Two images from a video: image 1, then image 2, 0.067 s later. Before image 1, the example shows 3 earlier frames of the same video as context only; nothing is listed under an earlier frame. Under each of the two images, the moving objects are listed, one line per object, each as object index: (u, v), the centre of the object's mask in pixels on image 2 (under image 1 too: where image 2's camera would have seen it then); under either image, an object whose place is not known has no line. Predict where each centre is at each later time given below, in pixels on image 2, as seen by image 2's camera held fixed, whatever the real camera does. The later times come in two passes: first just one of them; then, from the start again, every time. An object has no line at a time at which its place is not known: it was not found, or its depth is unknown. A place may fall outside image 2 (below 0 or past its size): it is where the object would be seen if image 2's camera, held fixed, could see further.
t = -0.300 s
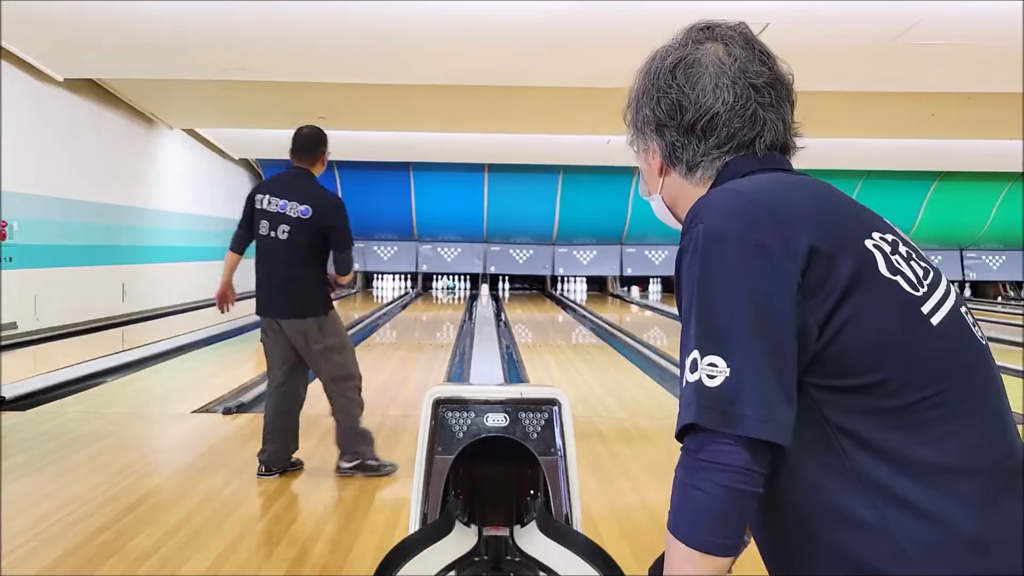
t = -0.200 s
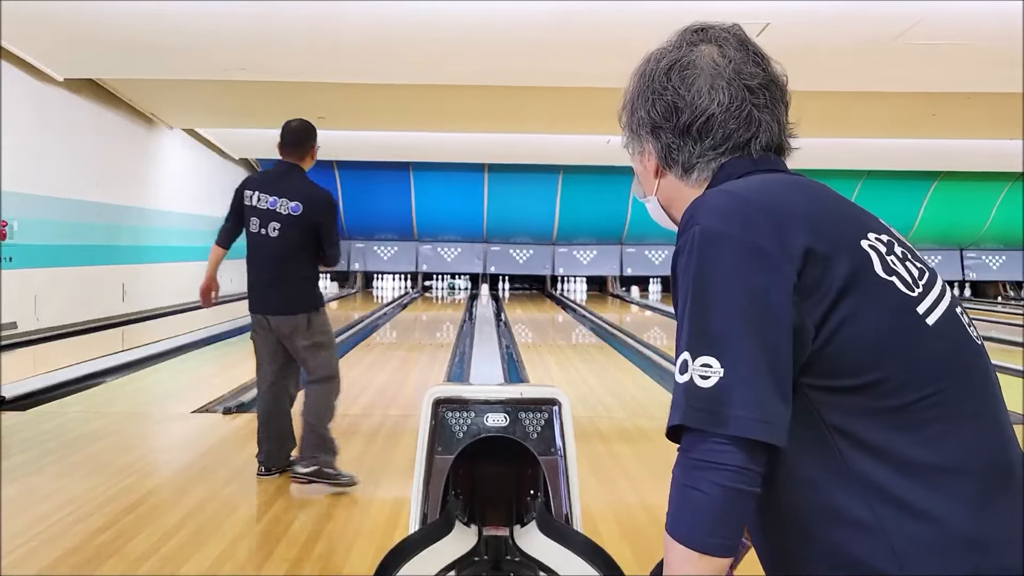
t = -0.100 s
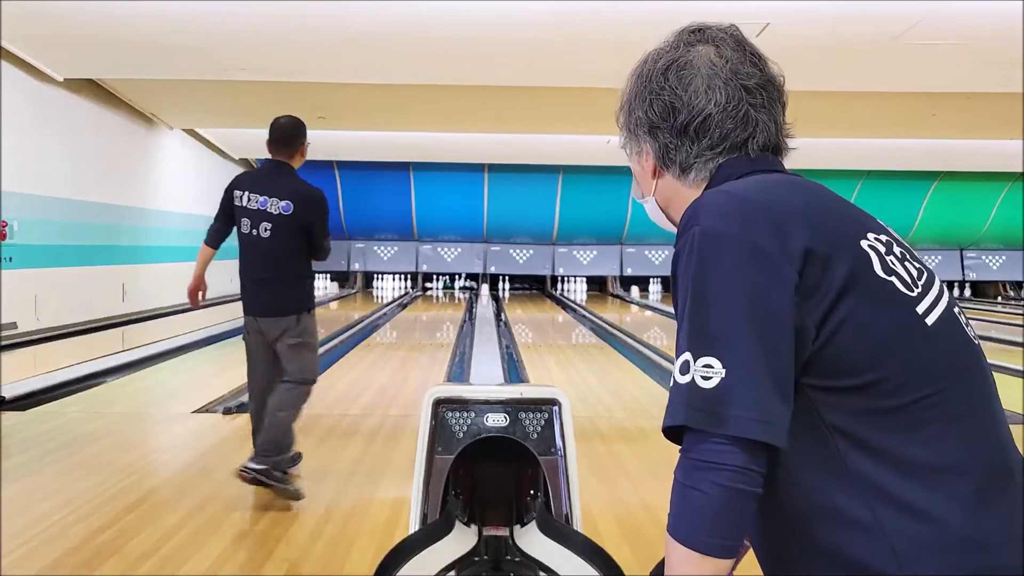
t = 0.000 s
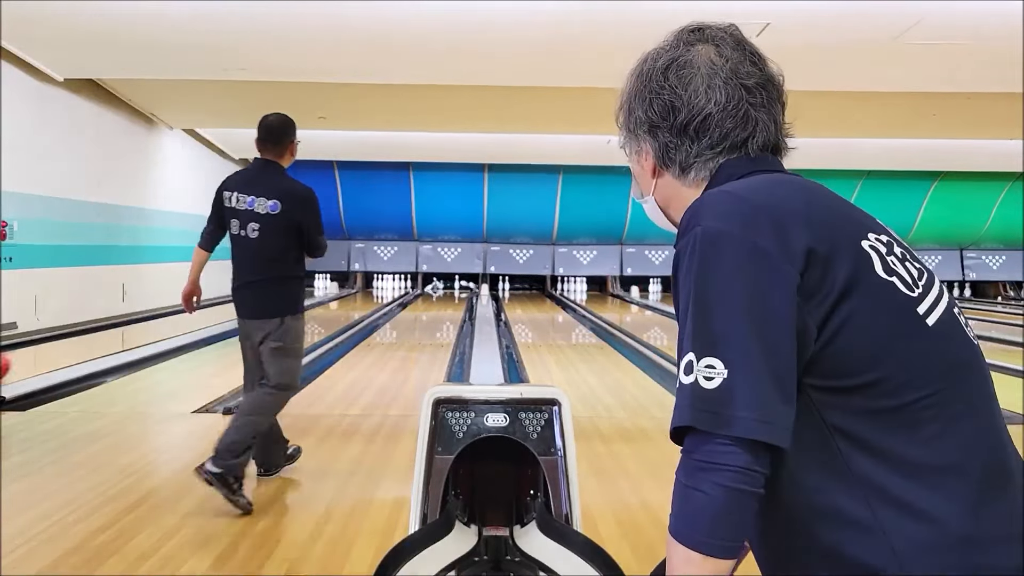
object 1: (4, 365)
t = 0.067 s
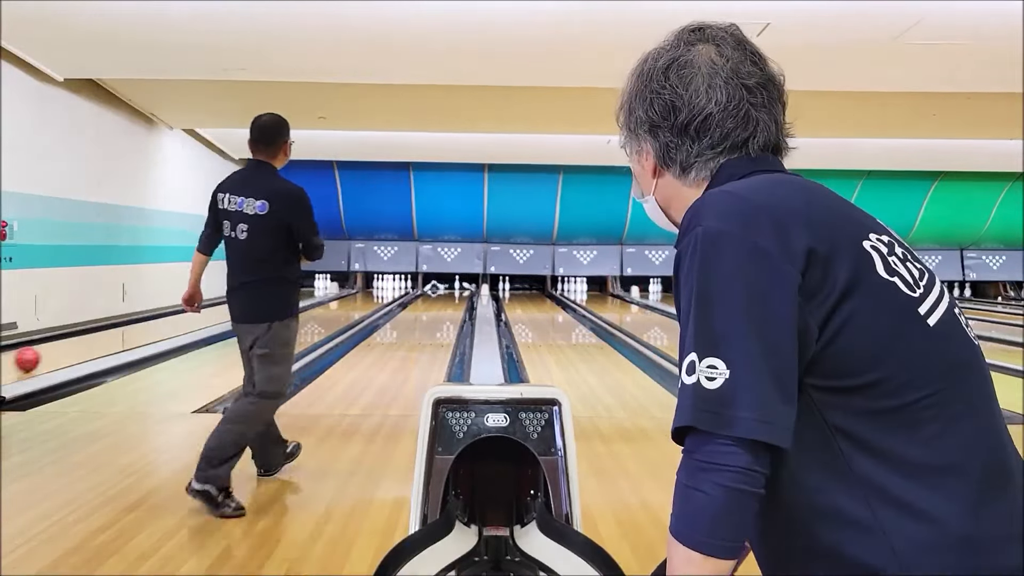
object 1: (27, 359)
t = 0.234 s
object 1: (89, 345)
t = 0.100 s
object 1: (41, 356)
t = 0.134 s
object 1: (54, 353)
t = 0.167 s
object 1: (66, 350)
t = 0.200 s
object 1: (78, 347)
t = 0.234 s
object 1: (89, 345)
